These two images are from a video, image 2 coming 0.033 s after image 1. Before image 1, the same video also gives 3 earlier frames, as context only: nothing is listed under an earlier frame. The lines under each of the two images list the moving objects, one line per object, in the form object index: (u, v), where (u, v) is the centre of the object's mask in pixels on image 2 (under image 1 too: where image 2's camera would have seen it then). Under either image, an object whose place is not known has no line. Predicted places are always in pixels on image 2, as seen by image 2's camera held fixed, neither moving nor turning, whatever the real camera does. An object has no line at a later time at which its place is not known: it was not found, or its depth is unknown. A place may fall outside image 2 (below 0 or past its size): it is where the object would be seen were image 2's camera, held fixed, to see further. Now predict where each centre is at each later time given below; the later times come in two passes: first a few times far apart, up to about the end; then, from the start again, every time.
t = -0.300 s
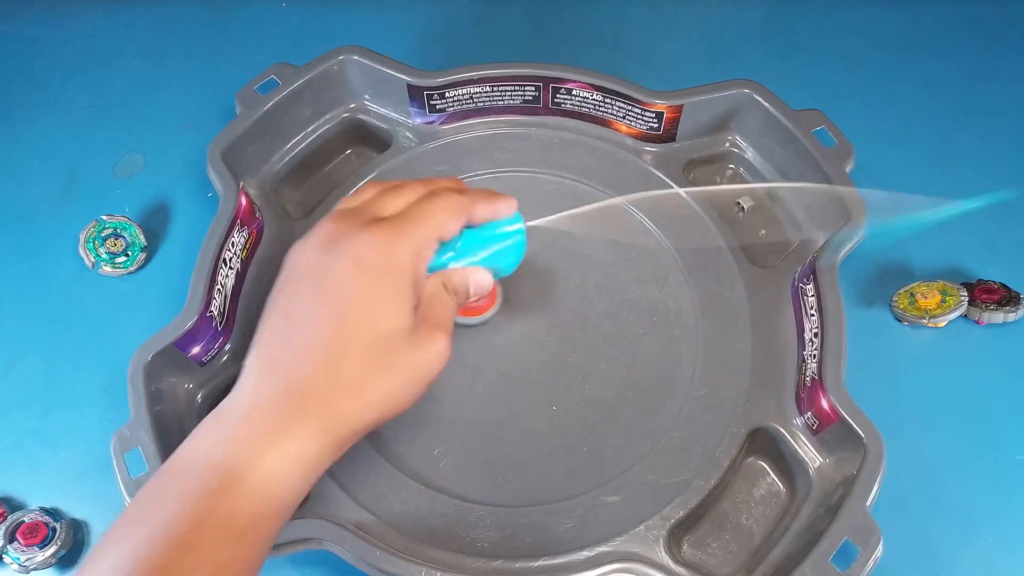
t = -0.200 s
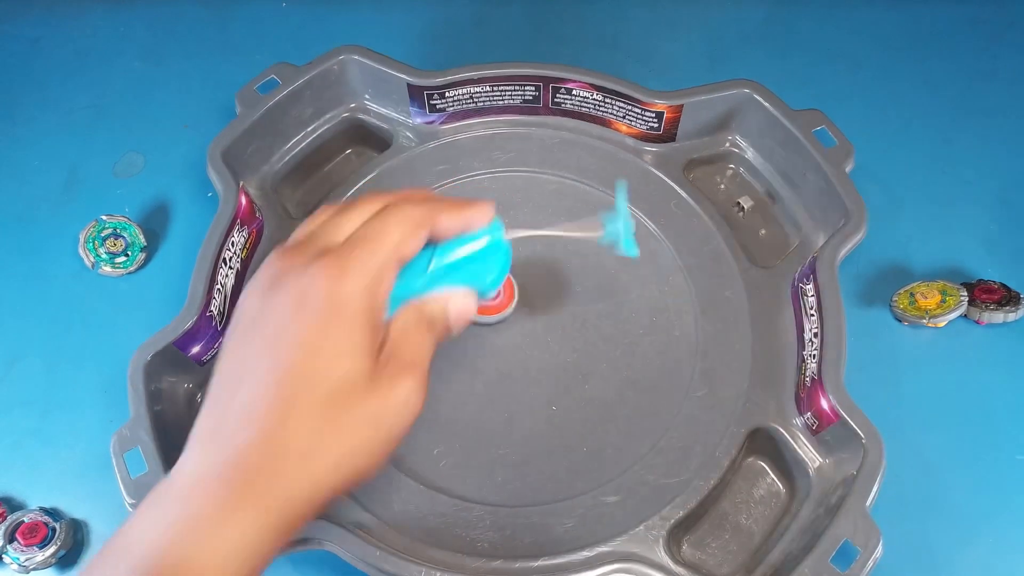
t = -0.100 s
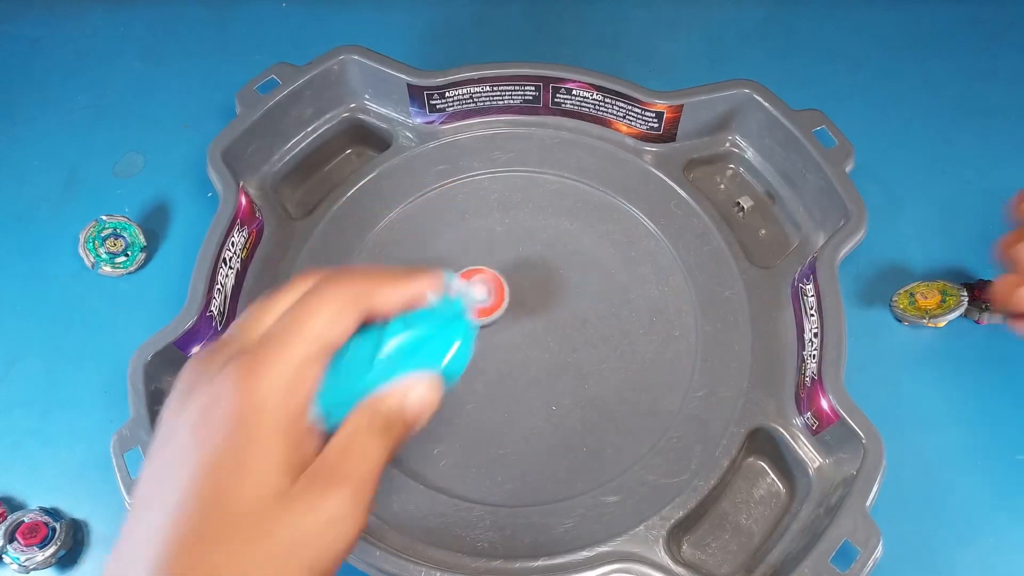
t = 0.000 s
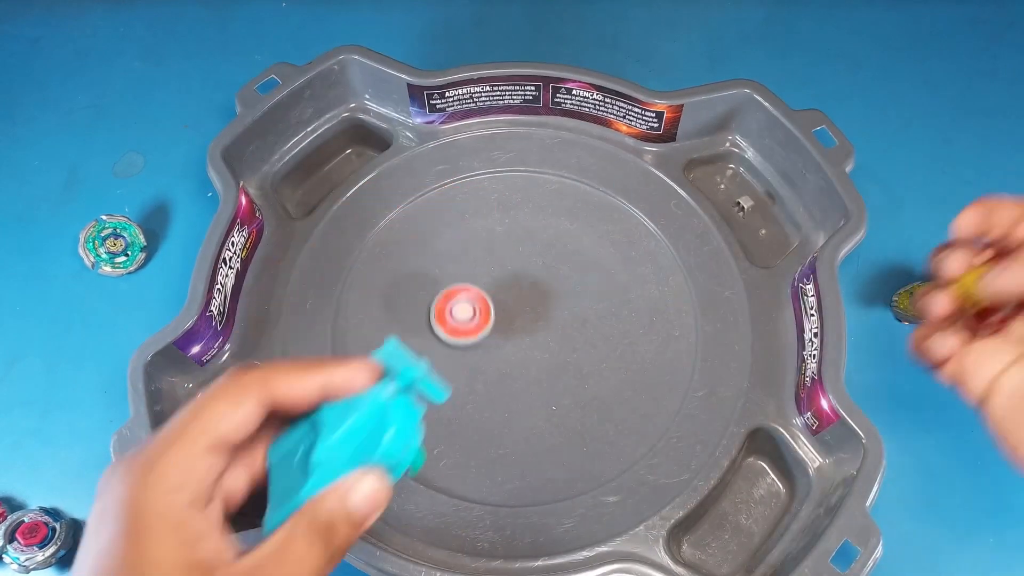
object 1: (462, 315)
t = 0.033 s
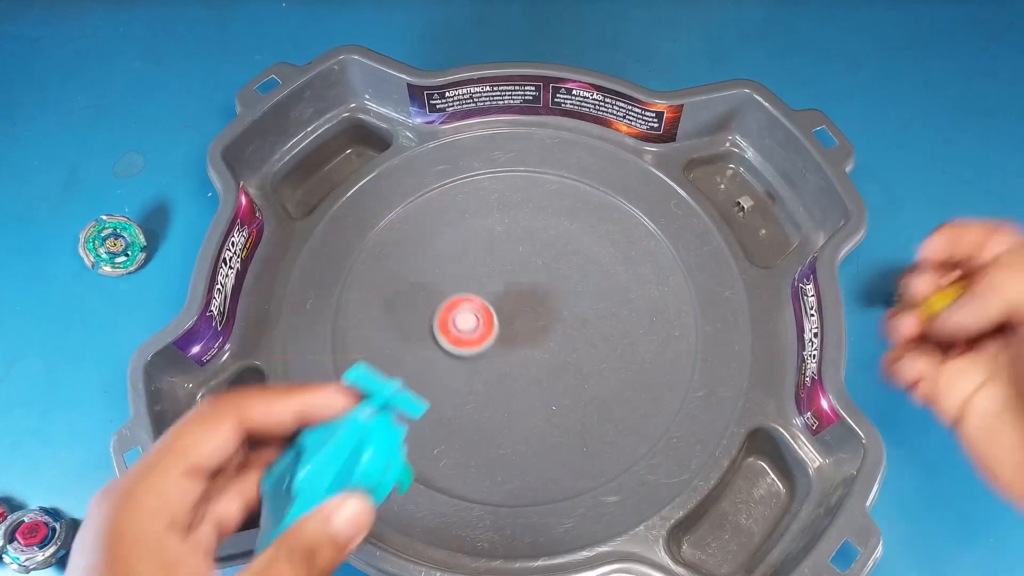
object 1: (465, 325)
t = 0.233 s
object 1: (537, 325)
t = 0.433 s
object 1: (527, 256)
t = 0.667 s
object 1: (448, 302)
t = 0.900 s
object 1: (530, 374)
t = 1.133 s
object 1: (607, 306)
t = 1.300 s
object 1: (568, 249)
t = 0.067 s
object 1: (474, 334)
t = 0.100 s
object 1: (486, 340)
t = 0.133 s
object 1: (500, 342)
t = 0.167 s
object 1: (514, 340)
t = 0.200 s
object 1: (527, 334)
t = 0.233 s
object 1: (537, 325)
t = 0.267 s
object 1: (544, 314)
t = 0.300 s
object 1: (548, 300)
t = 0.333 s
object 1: (548, 288)
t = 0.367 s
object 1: (544, 276)
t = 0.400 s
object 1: (537, 265)
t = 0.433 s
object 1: (527, 256)
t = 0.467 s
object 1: (514, 252)
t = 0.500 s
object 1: (500, 250)
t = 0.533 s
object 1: (485, 253)
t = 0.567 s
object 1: (471, 260)
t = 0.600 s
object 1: (459, 272)
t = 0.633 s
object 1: (452, 285)
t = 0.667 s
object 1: (448, 302)
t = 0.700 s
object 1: (450, 318)
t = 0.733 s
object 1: (456, 334)
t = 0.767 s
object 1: (466, 348)
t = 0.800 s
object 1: (480, 359)
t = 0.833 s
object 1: (495, 367)
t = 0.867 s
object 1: (512, 372)
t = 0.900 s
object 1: (530, 374)
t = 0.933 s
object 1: (547, 371)
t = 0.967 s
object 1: (563, 366)
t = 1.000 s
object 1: (577, 358)
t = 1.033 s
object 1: (590, 347)
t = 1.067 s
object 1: (599, 335)
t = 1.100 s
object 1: (605, 321)
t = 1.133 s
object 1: (607, 306)
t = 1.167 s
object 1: (606, 292)
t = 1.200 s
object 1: (601, 278)
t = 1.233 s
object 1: (593, 266)
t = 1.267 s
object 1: (582, 256)
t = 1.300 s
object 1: (568, 249)
